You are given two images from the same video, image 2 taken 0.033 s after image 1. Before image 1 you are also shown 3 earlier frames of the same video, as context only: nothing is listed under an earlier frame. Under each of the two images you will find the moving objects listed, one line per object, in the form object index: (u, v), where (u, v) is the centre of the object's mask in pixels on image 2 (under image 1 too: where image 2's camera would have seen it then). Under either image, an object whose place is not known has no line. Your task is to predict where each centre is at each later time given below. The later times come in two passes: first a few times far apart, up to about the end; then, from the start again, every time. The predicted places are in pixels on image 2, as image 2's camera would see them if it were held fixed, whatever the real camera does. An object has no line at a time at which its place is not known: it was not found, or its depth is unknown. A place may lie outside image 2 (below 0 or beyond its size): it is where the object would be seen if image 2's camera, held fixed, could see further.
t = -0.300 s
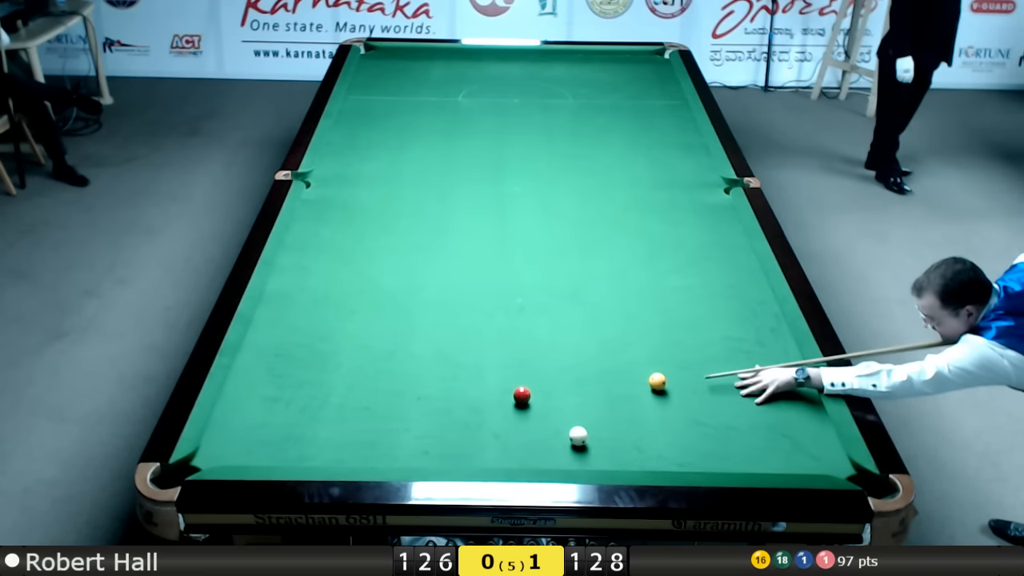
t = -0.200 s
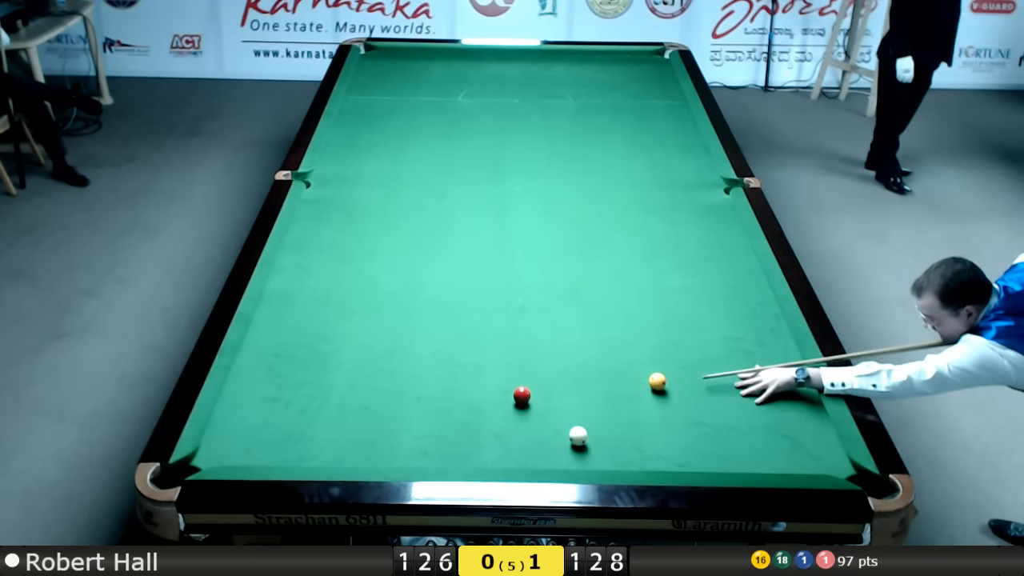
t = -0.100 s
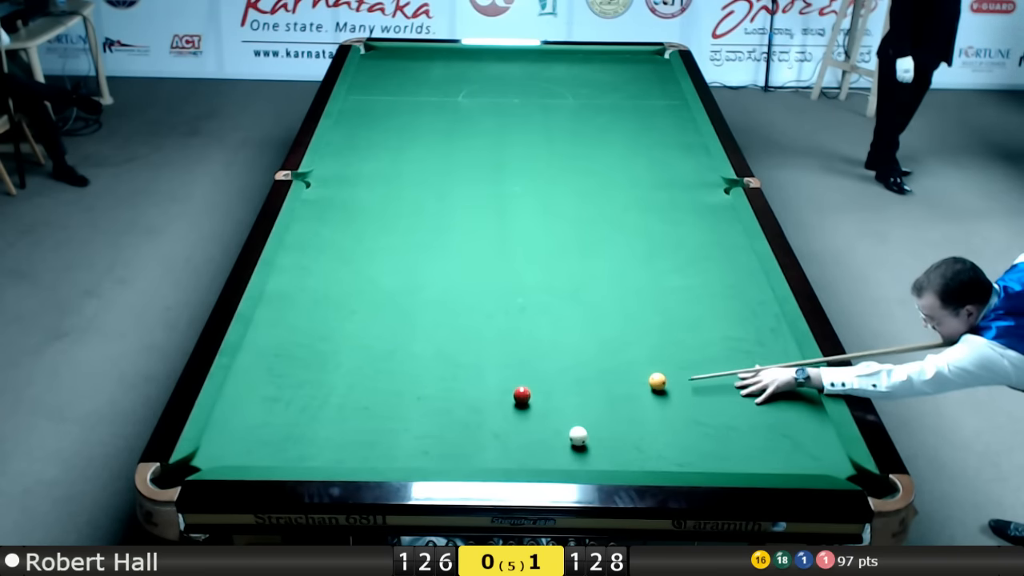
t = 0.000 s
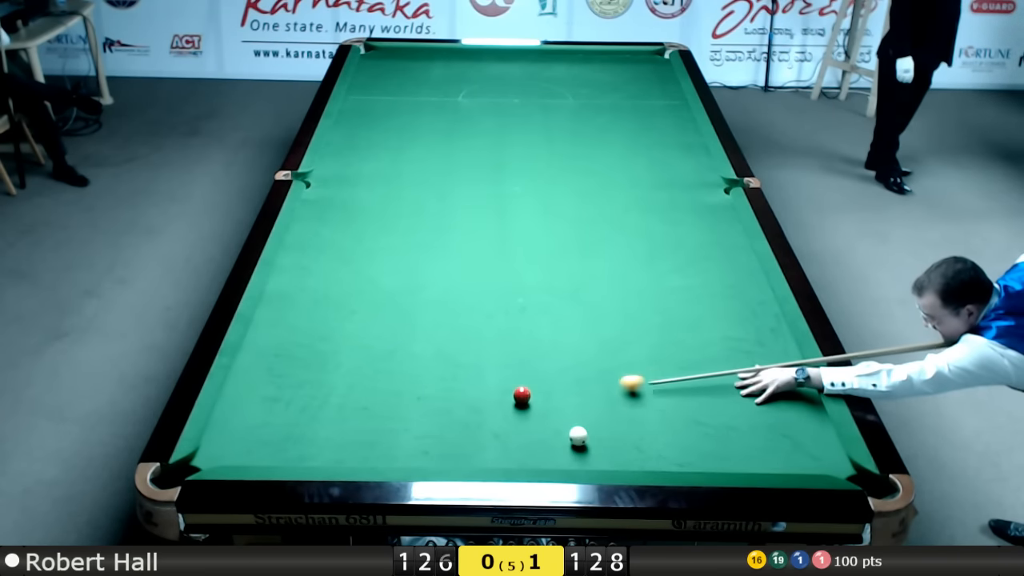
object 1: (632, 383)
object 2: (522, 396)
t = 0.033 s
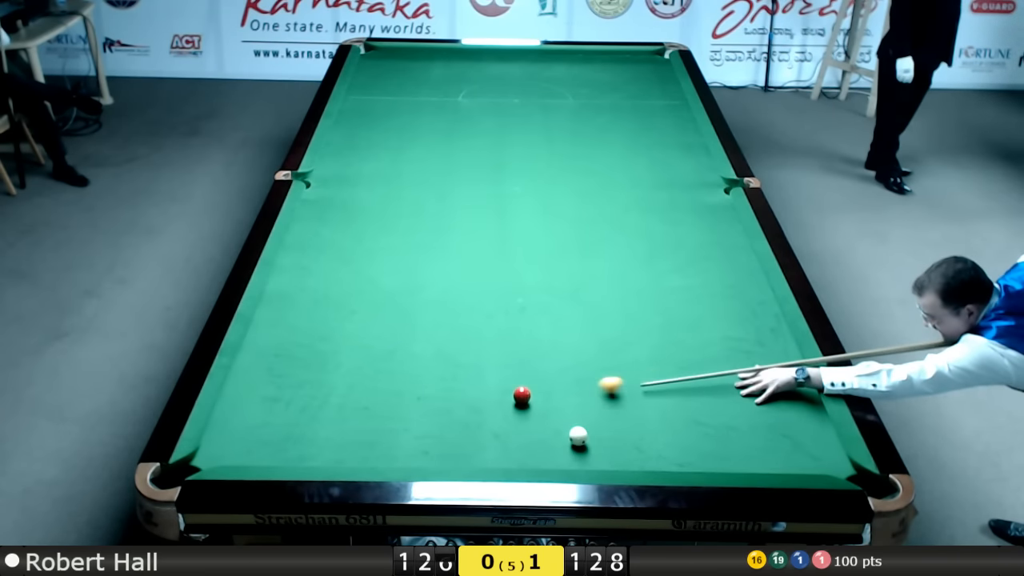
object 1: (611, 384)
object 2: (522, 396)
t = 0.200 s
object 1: (536, 390)
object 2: (503, 399)
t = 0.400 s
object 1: (521, 382)
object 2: (426, 415)
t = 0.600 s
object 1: (508, 376)
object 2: (358, 429)
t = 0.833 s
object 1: (493, 368)
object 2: (277, 445)
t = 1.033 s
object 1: (482, 363)
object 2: (206, 458)
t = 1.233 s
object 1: (471, 358)
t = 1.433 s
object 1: (462, 355)
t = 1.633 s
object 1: (452, 351)
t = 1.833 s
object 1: (445, 347)
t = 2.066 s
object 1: (436, 344)
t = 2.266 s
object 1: (430, 342)
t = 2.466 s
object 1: (425, 340)
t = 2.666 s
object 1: (420, 339)
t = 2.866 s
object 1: (417, 337)
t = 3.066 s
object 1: (414, 336)
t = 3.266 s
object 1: (413, 335)
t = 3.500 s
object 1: (413, 335)
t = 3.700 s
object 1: (413, 335)
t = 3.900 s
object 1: (413, 335)
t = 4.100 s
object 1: (413, 335)
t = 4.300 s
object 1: (413, 335)
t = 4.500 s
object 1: (413, 335)
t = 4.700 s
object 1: (413, 335)
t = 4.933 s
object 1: (413, 335)
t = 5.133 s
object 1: (413, 335)
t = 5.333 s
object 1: (413, 335)
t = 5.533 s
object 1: (413, 335)
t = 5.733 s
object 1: (413, 335)
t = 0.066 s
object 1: (590, 386)
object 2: (522, 396)
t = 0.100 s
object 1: (571, 388)
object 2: (522, 396)
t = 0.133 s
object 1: (552, 389)
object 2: (522, 396)
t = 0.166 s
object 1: (538, 391)
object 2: (518, 395)
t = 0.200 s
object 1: (536, 390)
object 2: (503, 399)
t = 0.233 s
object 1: (533, 389)
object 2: (489, 402)
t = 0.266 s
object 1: (531, 387)
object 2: (475, 404)
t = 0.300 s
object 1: (529, 386)
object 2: (462, 407)
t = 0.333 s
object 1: (526, 385)
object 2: (449, 410)
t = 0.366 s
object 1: (524, 384)
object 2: (437, 412)
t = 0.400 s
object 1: (521, 382)
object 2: (426, 415)
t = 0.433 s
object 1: (519, 381)
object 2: (415, 417)
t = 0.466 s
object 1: (517, 380)
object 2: (404, 419)
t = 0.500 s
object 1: (515, 379)
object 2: (393, 422)
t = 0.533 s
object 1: (512, 378)
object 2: (381, 424)
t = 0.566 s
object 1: (510, 377)
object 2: (370, 426)
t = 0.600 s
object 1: (508, 376)
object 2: (358, 429)
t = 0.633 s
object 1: (506, 374)
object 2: (347, 431)
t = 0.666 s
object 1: (504, 373)
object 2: (336, 433)
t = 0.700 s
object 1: (502, 373)
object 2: (323, 435)
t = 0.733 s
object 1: (500, 372)
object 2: (312, 438)
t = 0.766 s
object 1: (498, 370)
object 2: (301, 440)
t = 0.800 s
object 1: (496, 369)
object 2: (289, 443)
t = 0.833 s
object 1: (493, 368)
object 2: (277, 445)
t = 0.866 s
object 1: (492, 368)
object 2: (265, 447)
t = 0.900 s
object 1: (490, 367)
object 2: (254, 449)
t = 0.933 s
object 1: (488, 366)
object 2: (242, 451)
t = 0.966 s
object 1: (486, 365)
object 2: (230, 455)
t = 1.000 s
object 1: (484, 364)
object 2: (218, 456)
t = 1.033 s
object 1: (482, 363)
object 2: (206, 458)
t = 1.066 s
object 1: (480, 362)
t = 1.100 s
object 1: (479, 362)
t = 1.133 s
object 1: (477, 361)
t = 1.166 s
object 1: (475, 360)
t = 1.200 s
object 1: (473, 359)
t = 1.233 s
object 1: (471, 358)
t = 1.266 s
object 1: (470, 358)
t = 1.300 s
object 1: (468, 357)
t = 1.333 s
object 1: (466, 356)
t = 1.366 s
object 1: (465, 356)
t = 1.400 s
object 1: (463, 355)
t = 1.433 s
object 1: (462, 355)
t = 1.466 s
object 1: (460, 354)
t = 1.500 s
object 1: (458, 353)
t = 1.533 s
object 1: (457, 352)
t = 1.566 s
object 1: (455, 352)
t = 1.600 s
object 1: (454, 352)
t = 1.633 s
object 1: (452, 351)
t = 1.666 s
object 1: (451, 350)
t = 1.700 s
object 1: (450, 350)
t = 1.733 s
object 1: (448, 349)
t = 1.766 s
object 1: (447, 348)
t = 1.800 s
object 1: (446, 348)
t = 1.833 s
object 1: (445, 347)
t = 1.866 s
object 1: (443, 347)
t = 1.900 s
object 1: (442, 346)
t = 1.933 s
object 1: (441, 346)
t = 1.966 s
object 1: (440, 346)
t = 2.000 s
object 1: (439, 345)
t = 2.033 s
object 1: (438, 345)
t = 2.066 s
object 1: (436, 344)
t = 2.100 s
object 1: (435, 344)
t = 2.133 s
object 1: (434, 343)
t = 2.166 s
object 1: (433, 343)
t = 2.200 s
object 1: (432, 343)
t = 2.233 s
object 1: (431, 342)
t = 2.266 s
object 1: (430, 342)
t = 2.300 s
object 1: (429, 342)
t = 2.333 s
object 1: (428, 341)
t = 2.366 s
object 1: (427, 341)
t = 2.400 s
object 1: (427, 341)
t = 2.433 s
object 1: (426, 340)
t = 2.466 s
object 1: (425, 340)
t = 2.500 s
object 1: (424, 340)
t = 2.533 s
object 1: (423, 340)
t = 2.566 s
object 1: (423, 339)
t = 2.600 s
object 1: (422, 339)
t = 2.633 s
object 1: (421, 339)
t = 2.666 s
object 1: (420, 339)
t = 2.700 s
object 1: (420, 339)
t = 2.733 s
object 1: (419, 338)
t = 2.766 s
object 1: (419, 338)
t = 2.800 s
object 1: (418, 338)
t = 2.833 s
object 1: (418, 337)
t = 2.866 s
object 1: (417, 337)
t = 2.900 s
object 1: (416, 337)
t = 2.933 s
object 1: (416, 337)
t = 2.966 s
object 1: (416, 337)
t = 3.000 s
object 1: (415, 336)
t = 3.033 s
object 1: (415, 336)
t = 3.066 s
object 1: (414, 336)
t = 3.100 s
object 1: (414, 336)
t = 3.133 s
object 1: (413, 336)
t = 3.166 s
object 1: (413, 336)
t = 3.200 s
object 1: (413, 336)
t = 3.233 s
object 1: (413, 335)
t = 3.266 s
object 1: (413, 335)
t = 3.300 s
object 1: (413, 335)
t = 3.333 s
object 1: (413, 335)
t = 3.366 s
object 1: (413, 335)
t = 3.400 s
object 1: (413, 335)
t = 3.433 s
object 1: (413, 335)
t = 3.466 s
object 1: (413, 335)
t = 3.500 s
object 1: (413, 335)
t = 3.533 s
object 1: (413, 335)
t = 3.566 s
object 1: (413, 335)
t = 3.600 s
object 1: (413, 335)
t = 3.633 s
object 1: (413, 335)
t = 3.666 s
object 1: (413, 335)
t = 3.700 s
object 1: (413, 335)
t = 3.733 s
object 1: (413, 335)
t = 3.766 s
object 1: (413, 335)
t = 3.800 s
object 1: (413, 335)
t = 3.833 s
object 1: (413, 335)
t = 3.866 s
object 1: (413, 335)
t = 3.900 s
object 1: (413, 335)
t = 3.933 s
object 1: (413, 334)
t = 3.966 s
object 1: (413, 333)
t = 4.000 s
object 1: (413, 333)
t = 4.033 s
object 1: (413, 334)
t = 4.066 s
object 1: (413, 335)
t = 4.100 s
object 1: (413, 335)
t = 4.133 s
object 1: (413, 335)
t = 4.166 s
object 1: (413, 335)
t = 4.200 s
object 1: (413, 335)
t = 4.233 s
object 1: (413, 335)
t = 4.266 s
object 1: (413, 335)
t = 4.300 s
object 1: (413, 335)
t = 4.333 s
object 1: (413, 335)
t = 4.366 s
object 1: (413, 335)
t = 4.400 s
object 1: (413, 335)
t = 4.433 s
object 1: (413, 335)
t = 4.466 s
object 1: (413, 335)
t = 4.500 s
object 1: (413, 335)
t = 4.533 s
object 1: (413, 335)
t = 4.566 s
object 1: (413, 335)
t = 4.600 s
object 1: (413, 335)
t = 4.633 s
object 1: (413, 335)
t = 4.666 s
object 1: (413, 335)
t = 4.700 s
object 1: (413, 335)
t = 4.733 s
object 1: (413, 335)
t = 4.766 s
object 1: (413, 335)
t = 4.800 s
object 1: (413, 335)
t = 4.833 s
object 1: (413, 335)
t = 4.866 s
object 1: (413, 335)
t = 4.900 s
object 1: (413, 335)
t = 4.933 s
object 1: (413, 335)
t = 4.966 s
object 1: (413, 335)
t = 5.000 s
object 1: (413, 335)
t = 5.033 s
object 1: (413, 335)
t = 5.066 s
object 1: (413, 335)
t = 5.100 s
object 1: (413, 335)
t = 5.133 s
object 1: (413, 335)
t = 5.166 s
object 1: (413, 335)
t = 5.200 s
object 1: (413, 335)
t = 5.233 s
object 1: (413, 335)
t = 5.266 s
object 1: (413, 335)
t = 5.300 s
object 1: (413, 335)
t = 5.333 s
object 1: (413, 335)
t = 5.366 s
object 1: (413, 335)
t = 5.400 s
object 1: (413, 335)
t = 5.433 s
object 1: (413, 335)
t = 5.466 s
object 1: (413, 335)
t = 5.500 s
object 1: (413, 335)
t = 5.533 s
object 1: (413, 335)
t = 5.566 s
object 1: (413, 335)
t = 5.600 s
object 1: (413, 335)
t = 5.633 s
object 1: (413, 335)
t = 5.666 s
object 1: (413, 335)
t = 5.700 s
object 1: (413, 335)
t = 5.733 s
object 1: (413, 335)
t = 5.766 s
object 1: (413, 335)
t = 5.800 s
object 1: (413, 335)
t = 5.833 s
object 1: (413, 335)
